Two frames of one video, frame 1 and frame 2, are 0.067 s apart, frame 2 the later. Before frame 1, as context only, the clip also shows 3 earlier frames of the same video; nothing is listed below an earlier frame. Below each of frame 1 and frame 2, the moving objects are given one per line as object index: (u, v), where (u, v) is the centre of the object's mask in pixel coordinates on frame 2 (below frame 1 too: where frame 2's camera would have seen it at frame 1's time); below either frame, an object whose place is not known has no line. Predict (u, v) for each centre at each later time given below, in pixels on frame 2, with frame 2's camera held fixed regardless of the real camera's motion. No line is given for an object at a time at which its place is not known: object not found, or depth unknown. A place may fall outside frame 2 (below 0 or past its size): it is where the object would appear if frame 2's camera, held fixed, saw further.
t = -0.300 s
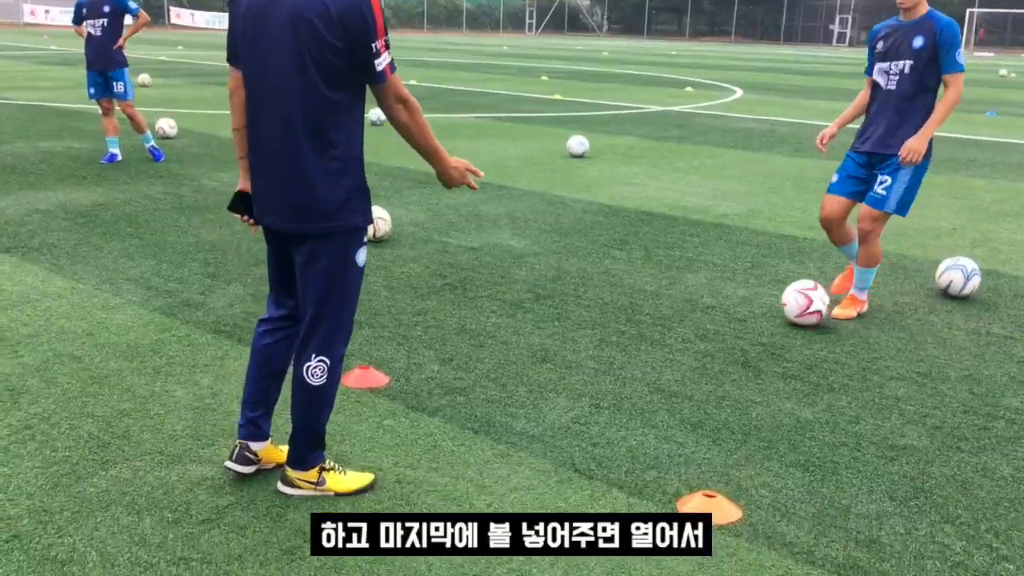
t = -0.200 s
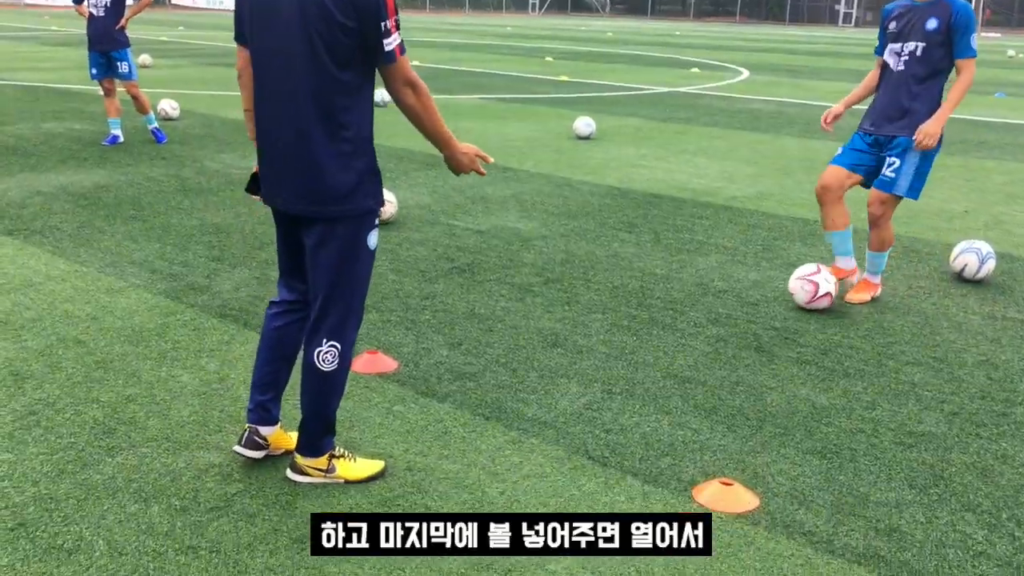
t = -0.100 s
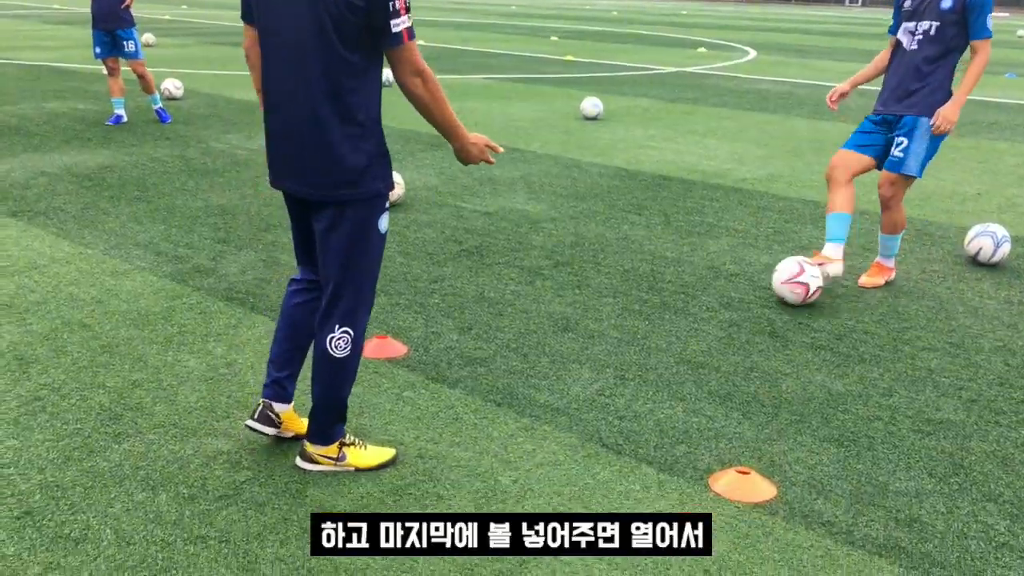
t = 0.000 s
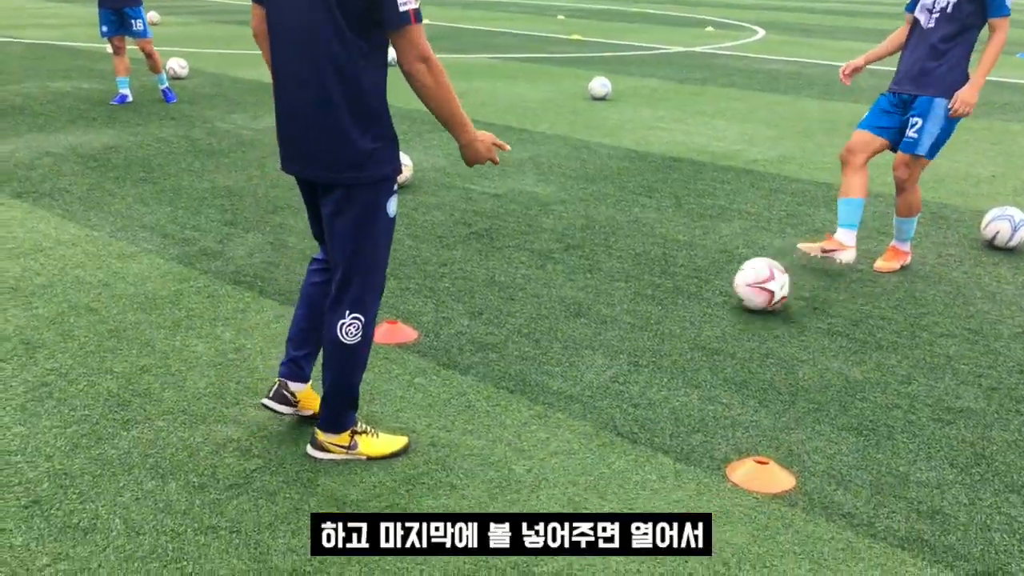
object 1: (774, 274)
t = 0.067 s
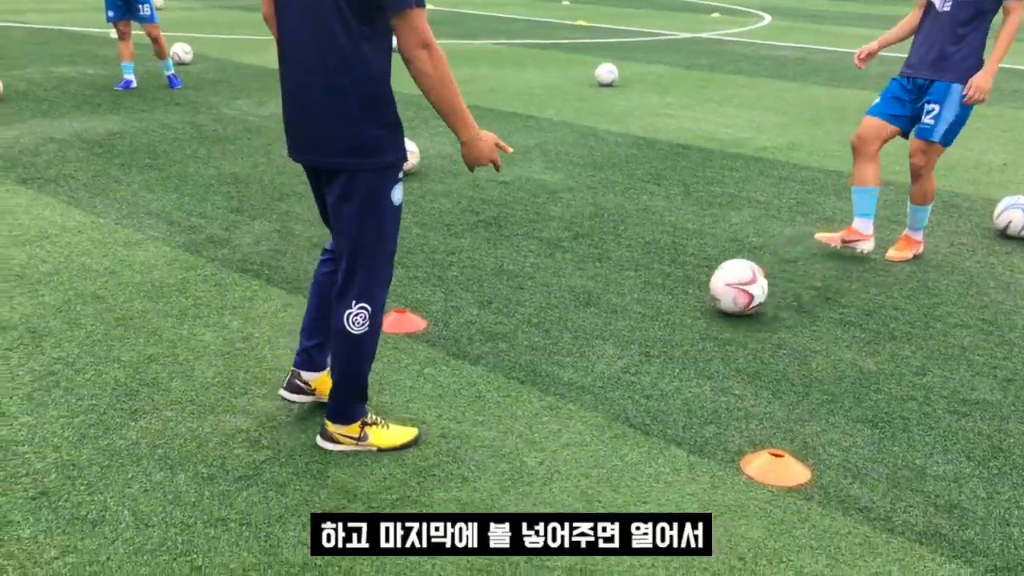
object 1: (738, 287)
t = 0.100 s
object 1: (721, 294)
